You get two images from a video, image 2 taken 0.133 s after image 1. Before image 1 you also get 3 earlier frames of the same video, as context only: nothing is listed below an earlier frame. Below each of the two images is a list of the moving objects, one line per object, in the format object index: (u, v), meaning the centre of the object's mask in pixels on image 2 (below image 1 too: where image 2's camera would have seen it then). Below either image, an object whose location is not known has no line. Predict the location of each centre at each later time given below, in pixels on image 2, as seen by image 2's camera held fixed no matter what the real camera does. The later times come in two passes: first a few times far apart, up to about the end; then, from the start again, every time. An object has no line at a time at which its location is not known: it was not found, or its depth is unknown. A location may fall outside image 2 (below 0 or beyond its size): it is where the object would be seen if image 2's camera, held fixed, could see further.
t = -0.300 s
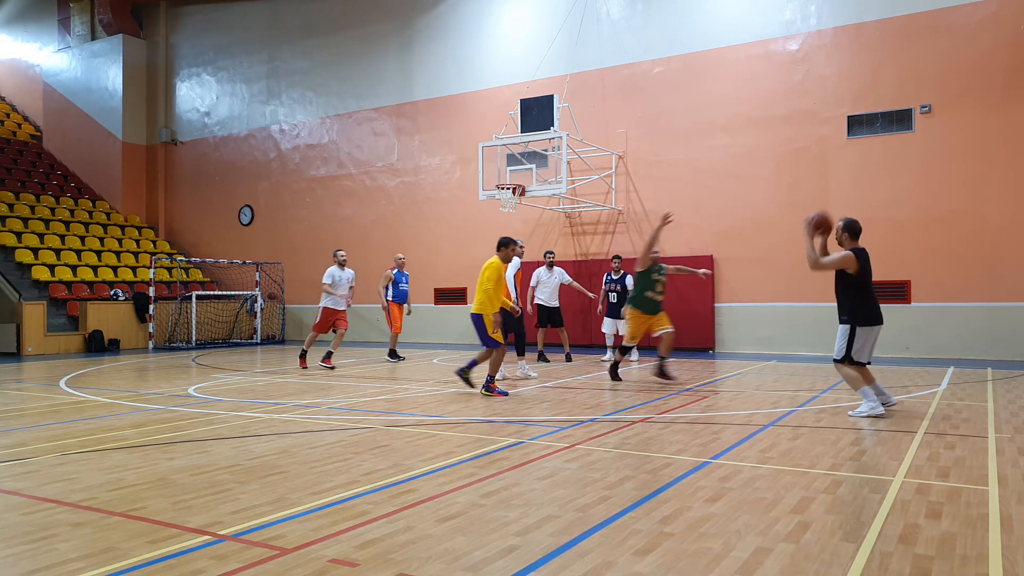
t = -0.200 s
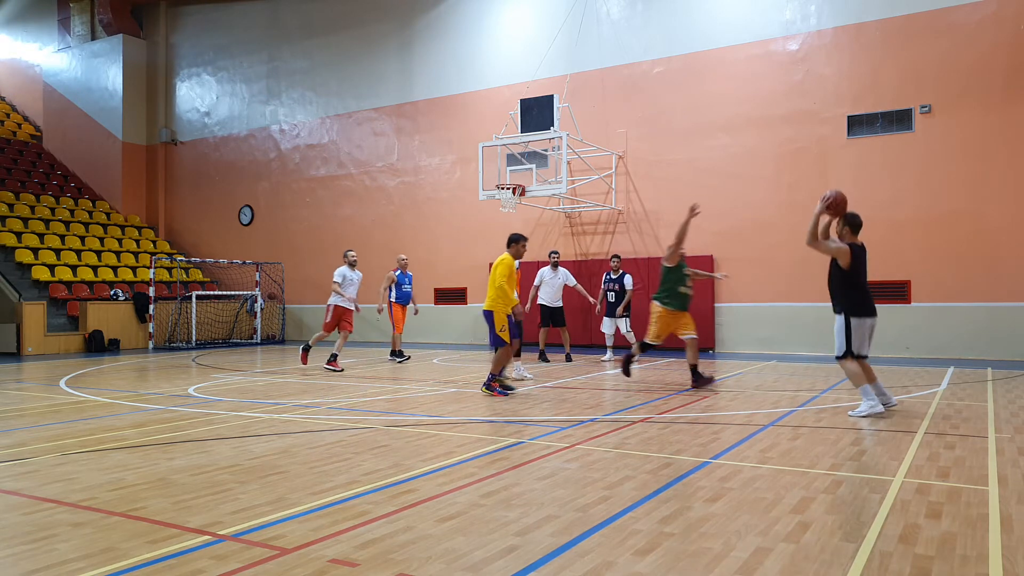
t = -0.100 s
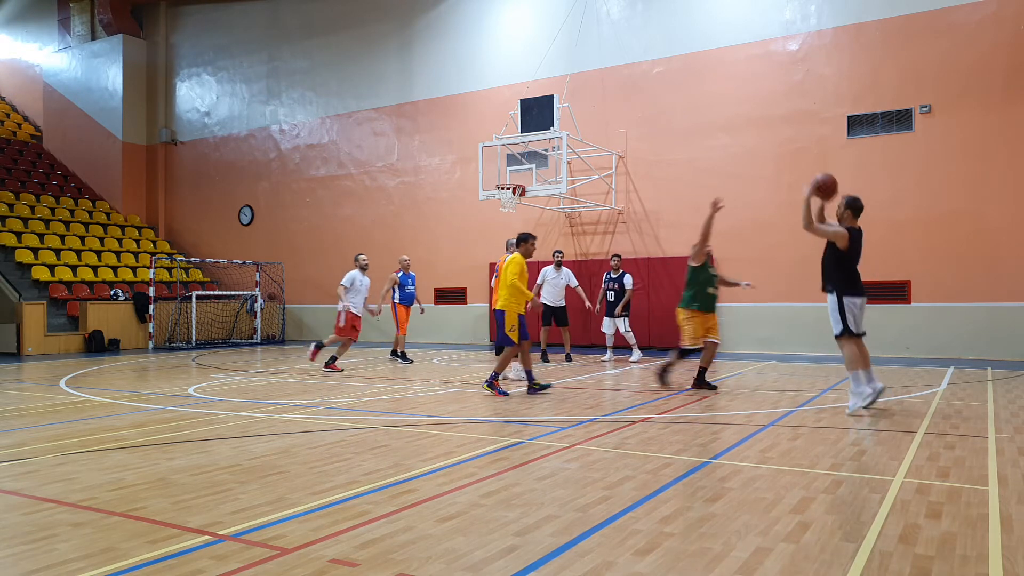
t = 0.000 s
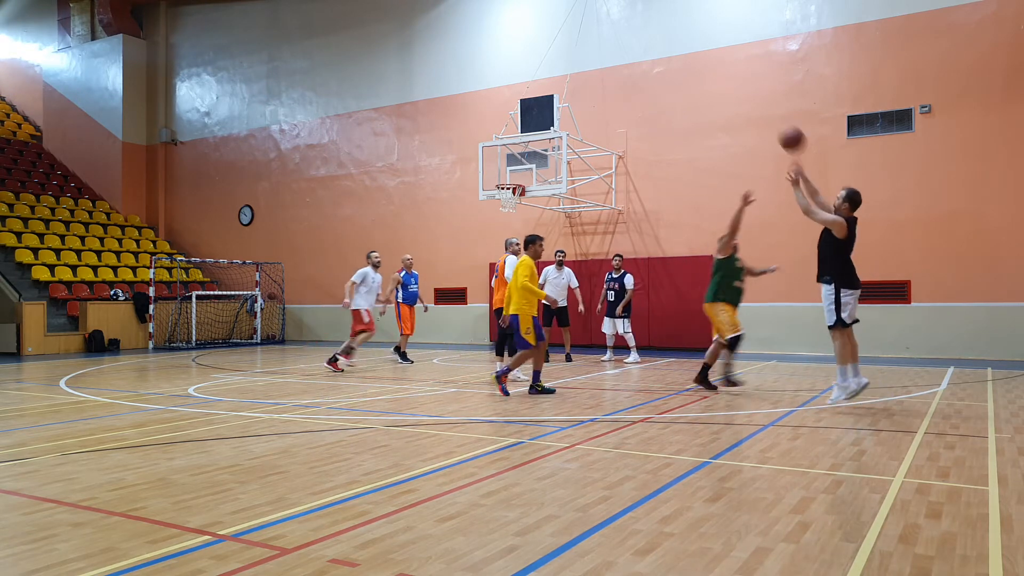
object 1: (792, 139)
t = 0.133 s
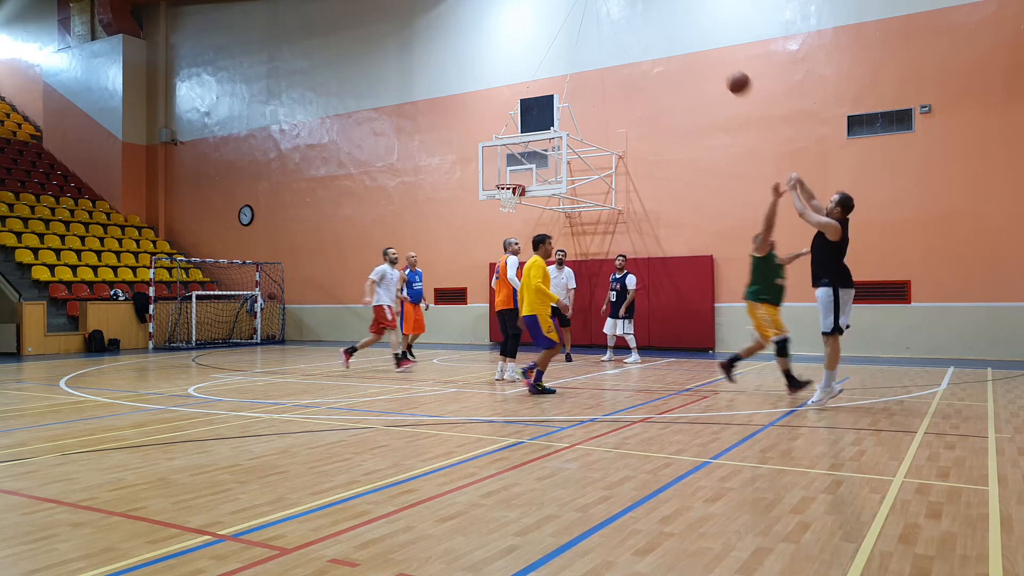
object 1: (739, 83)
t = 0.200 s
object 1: (715, 64)
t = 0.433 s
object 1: (648, 34)
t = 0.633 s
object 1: (603, 43)
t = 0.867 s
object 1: (560, 83)
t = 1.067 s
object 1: (531, 135)
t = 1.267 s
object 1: (507, 194)
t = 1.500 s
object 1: (501, 215)
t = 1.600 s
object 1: (500, 233)
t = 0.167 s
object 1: (726, 73)
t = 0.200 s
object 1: (715, 64)
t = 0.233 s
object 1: (705, 57)
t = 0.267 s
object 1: (694, 51)
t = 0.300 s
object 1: (684, 45)
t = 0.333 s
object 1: (675, 41)
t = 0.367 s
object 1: (665, 38)
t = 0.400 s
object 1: (656, 36)
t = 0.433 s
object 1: (648, 34)
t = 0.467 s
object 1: (639, 34)
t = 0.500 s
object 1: (631, 34)
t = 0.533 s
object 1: (624, 35)
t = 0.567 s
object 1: (616, 37)
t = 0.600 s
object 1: (610, 40)
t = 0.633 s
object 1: (603, 43)
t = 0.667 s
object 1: (596, 47)
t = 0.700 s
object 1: (590, 51)
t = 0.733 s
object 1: (583, 57)
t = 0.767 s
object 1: (577, 62)
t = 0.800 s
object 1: (571, 69)
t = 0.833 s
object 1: (565, 76)
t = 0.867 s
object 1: (560, 83)
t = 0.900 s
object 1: (555, 90)
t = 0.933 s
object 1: (549, 99)
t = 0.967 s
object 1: (545, 107)
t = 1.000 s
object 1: (540, 116)
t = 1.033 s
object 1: (535, 125)
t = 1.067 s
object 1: (531, 135)
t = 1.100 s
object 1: (526, 147)
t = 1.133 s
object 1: (521, 157)
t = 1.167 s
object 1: (517, 168)
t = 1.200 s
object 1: (513, 178)
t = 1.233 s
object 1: (508, 191)
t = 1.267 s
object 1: (507, 194)
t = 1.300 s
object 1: (505, 197)
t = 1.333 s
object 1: (504, 198)
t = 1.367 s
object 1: (504, 201)
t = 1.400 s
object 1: (503, 204)
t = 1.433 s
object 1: (502, 207)
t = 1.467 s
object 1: (502, 211)
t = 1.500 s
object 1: (501, 215)
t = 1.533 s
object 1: (501, 221)
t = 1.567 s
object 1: (500, 226)
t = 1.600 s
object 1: (500, 233)
